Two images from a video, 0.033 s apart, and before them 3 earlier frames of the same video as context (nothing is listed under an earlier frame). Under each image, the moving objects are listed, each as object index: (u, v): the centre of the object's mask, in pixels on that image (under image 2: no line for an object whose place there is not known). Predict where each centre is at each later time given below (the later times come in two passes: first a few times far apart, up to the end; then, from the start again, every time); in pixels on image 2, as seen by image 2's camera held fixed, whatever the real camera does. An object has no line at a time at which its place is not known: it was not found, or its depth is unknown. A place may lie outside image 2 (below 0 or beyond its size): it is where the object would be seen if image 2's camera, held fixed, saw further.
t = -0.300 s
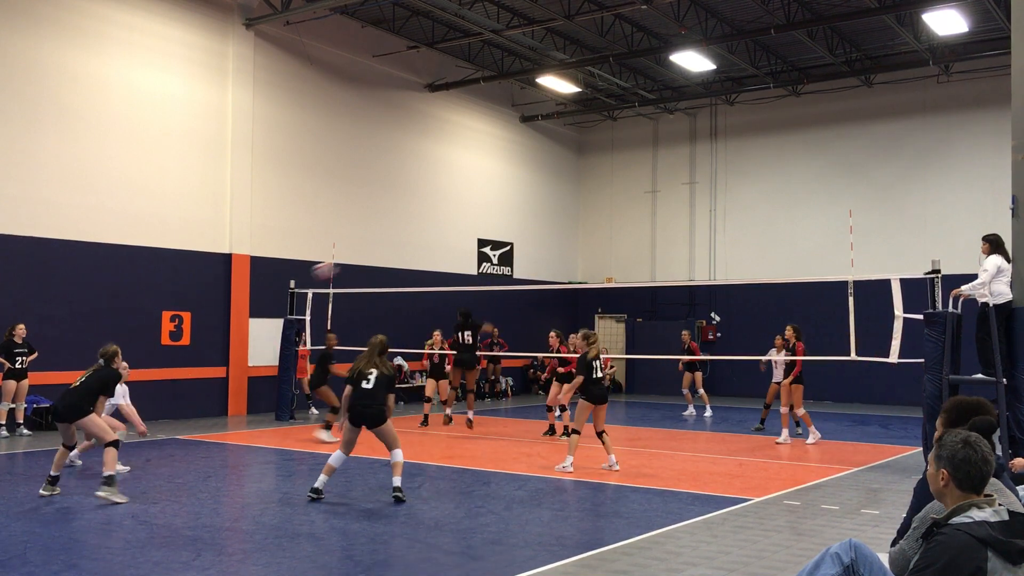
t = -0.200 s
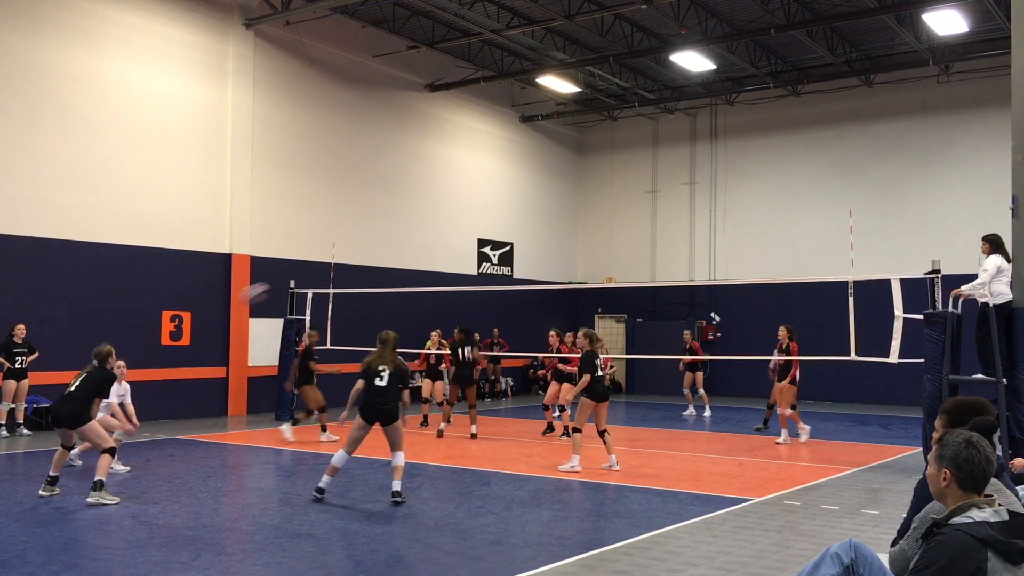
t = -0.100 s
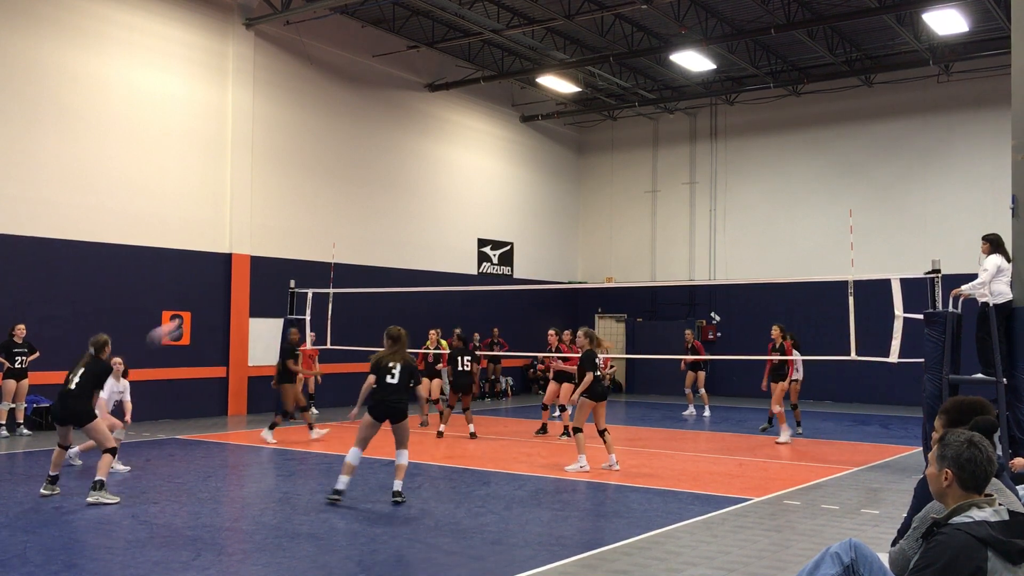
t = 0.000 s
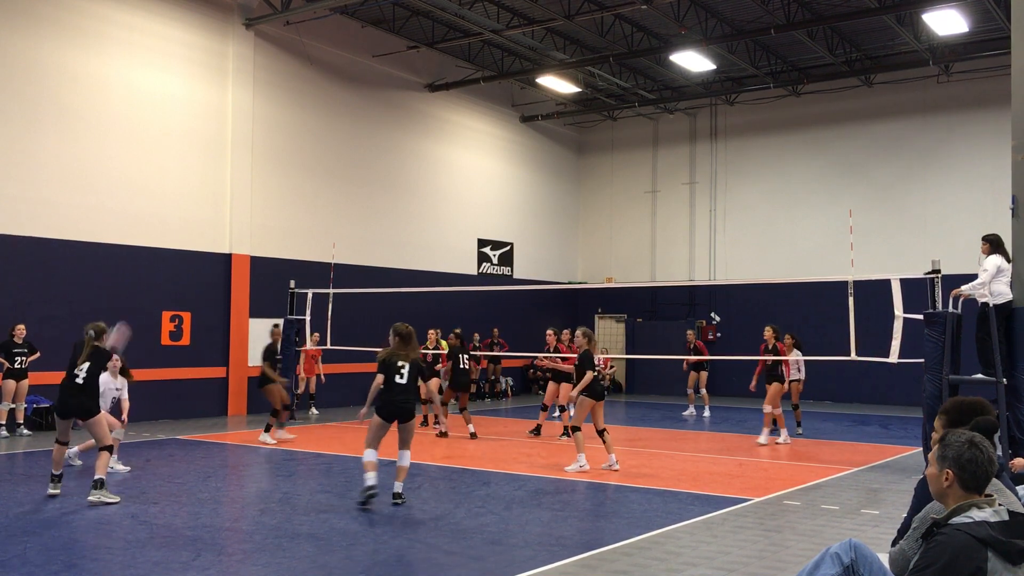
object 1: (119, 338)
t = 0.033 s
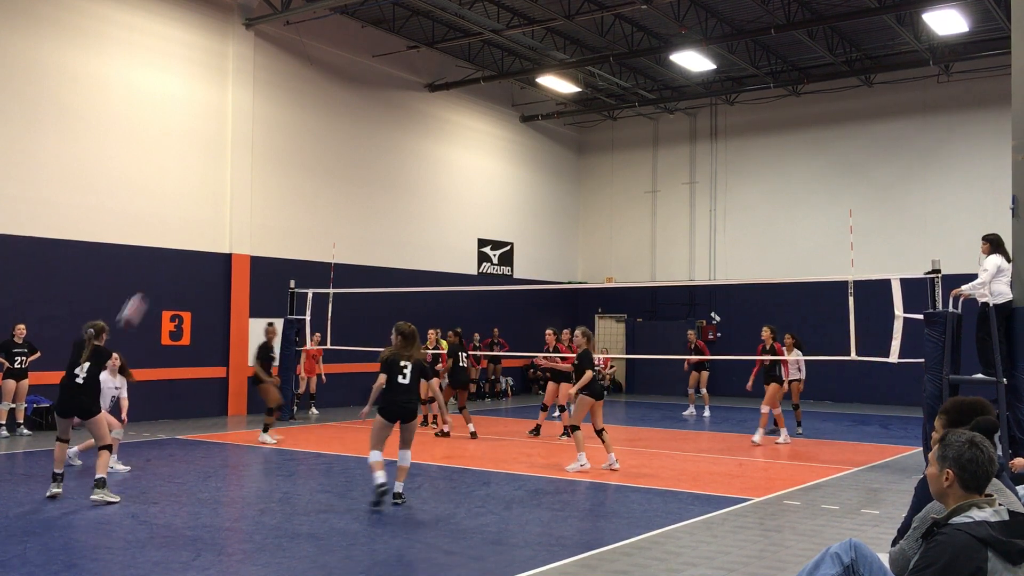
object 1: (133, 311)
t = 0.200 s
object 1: (210, 195)
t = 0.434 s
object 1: (302, 94)
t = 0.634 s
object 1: (369, 53)
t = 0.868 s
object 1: (437, 51)
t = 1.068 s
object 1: (488, 82)
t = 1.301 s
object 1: (542, 151)
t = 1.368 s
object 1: (557, 177)
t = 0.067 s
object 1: (149, 283)
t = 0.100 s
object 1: (164, 261)
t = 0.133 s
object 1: (180, 236)
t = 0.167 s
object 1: (195, 215)
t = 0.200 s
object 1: (210, 195)
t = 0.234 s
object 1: (224, 176)
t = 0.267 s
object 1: (238, 160)
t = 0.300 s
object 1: (252, 144)
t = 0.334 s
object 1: (265, 130)
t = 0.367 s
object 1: (277, 117)
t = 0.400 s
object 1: (290, 104)
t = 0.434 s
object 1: (302, 94)
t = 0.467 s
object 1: (313, 84)
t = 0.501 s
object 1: (326, 75)
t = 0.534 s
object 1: (336, 68)
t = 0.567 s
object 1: (347, 63)
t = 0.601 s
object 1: (358, 57)
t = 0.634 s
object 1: (369, 53)
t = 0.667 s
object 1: (379, 49)
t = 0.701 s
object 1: (388, 48)
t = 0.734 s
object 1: (399, 47)
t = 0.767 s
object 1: (408, 47)
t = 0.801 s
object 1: (418, 47)
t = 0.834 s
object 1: (427, 49)
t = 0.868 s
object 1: (437, 51)
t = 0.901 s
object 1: (446, 54)
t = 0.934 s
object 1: (454, 58)
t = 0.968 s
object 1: (463, 63)
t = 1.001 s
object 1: (472, 69)
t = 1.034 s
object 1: (480, 75)
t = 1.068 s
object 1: (488, 82)
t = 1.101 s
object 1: (496, 90)
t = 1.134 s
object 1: (504, 98)
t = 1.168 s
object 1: (512, 107)
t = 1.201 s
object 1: (520, 117)
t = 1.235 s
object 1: (528, 128)
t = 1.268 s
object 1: (535, 139)
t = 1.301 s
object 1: (542, 151)
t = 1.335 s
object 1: (549, 164)
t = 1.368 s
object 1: (557, 177)
